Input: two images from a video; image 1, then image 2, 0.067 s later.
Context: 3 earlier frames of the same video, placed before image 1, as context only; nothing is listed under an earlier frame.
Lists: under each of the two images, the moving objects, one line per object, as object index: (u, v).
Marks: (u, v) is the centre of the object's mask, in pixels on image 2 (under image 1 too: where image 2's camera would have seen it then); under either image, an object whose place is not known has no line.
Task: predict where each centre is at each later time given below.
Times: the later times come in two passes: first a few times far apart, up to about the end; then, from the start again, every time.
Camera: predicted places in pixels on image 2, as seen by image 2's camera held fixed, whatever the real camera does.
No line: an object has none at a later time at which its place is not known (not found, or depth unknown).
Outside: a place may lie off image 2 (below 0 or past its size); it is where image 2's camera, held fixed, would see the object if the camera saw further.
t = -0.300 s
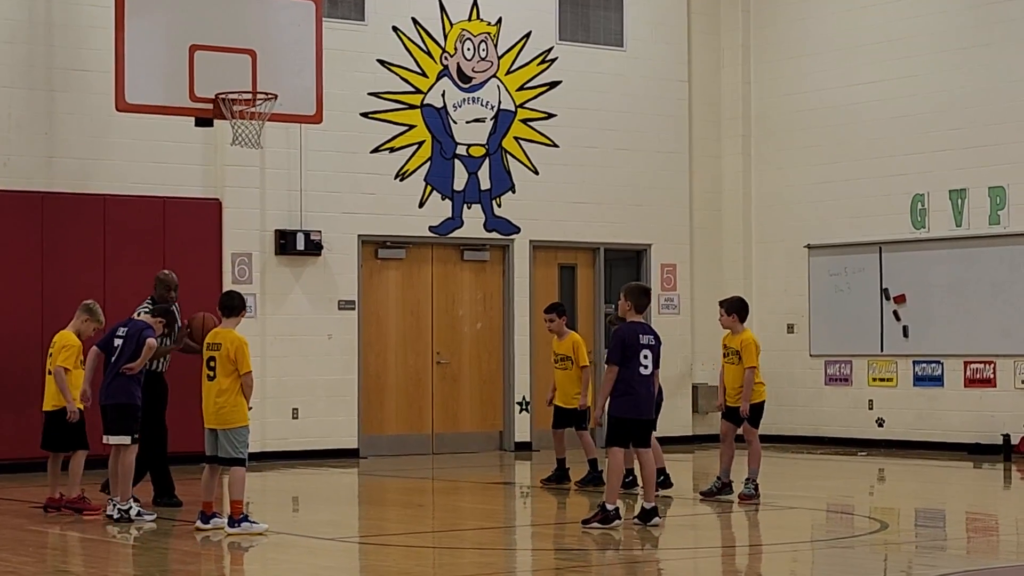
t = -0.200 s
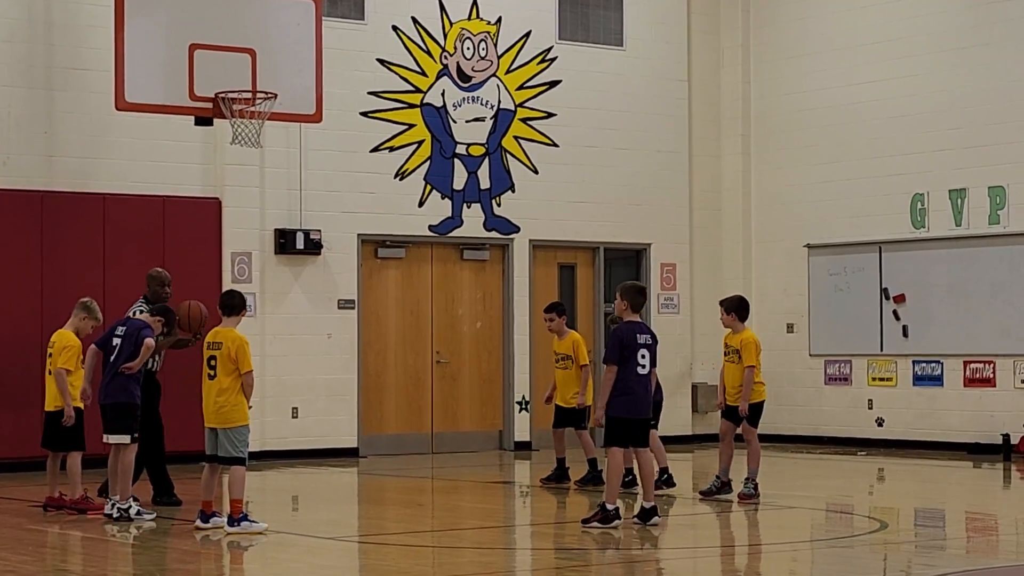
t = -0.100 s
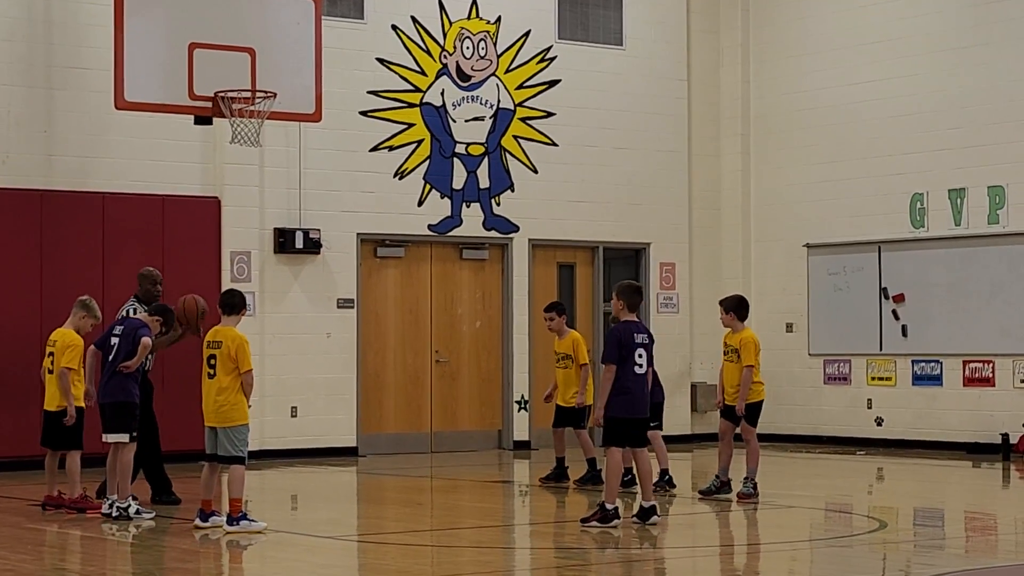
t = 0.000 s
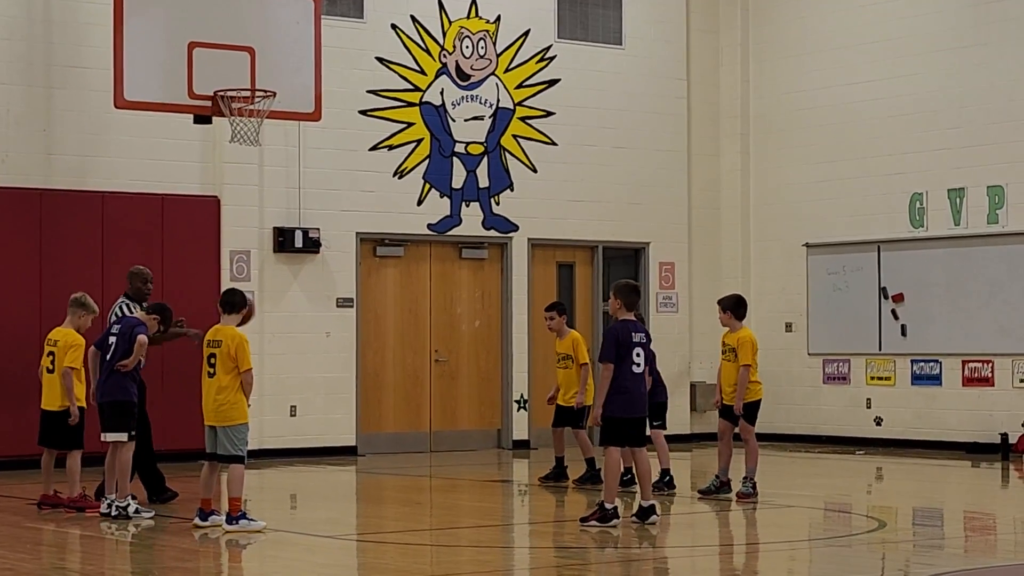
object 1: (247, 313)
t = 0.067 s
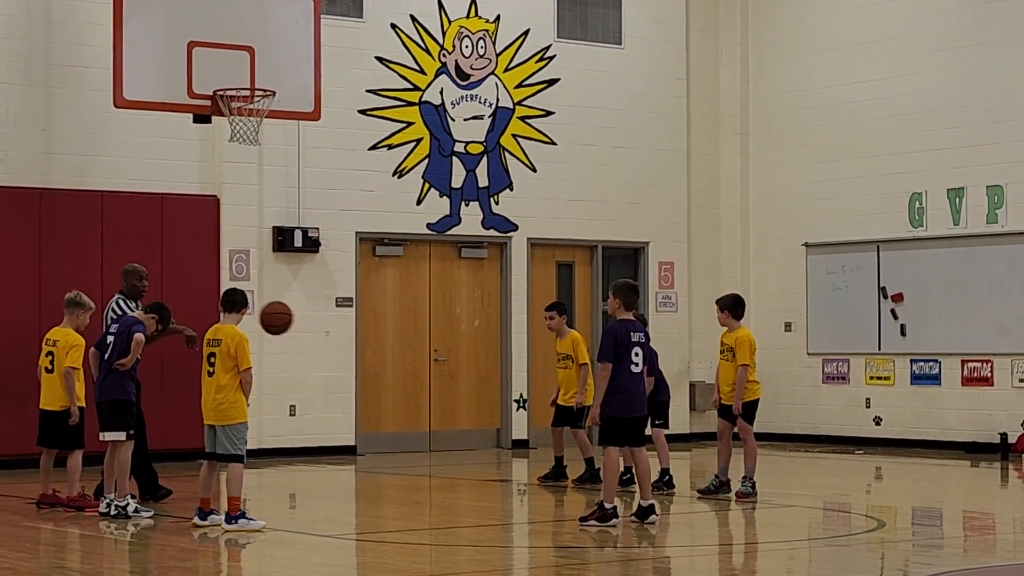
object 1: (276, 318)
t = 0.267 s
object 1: (397, 385)
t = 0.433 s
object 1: (503, 489)
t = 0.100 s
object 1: (296, 325)
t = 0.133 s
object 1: (316, 333)
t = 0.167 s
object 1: (336, 343)
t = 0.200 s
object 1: (356, 356)
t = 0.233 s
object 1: (377, 370)
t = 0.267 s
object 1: (397, 385)
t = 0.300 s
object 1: (418, 402)
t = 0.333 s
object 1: (439, 421)
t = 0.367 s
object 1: (460, 442)
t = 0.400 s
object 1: (481, 465)
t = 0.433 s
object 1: (503, 489)
